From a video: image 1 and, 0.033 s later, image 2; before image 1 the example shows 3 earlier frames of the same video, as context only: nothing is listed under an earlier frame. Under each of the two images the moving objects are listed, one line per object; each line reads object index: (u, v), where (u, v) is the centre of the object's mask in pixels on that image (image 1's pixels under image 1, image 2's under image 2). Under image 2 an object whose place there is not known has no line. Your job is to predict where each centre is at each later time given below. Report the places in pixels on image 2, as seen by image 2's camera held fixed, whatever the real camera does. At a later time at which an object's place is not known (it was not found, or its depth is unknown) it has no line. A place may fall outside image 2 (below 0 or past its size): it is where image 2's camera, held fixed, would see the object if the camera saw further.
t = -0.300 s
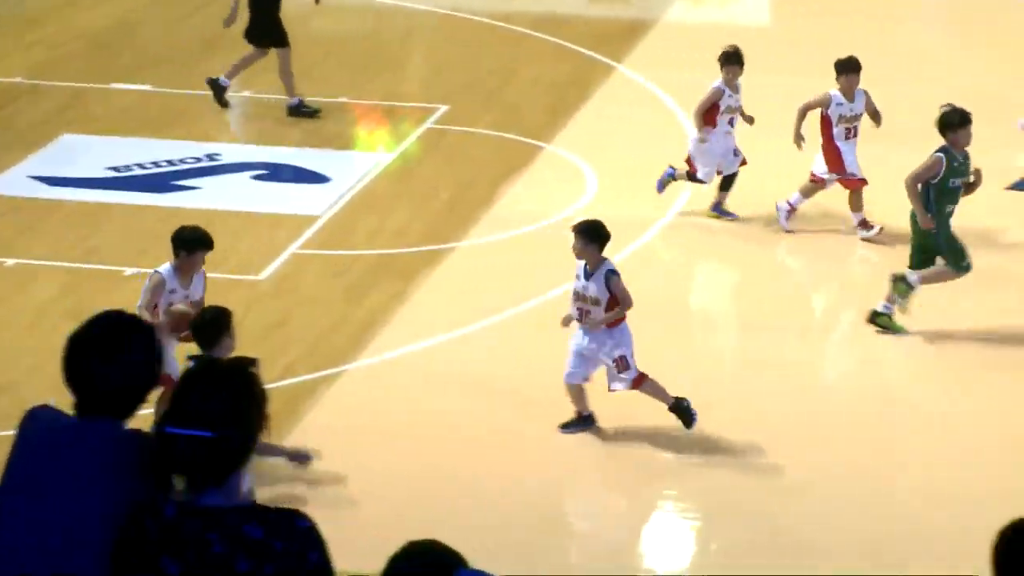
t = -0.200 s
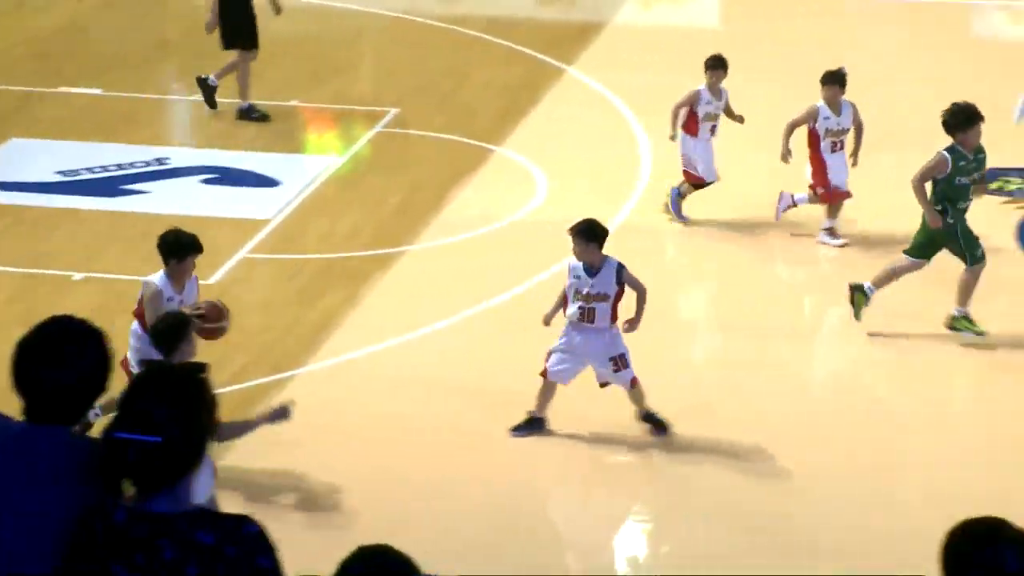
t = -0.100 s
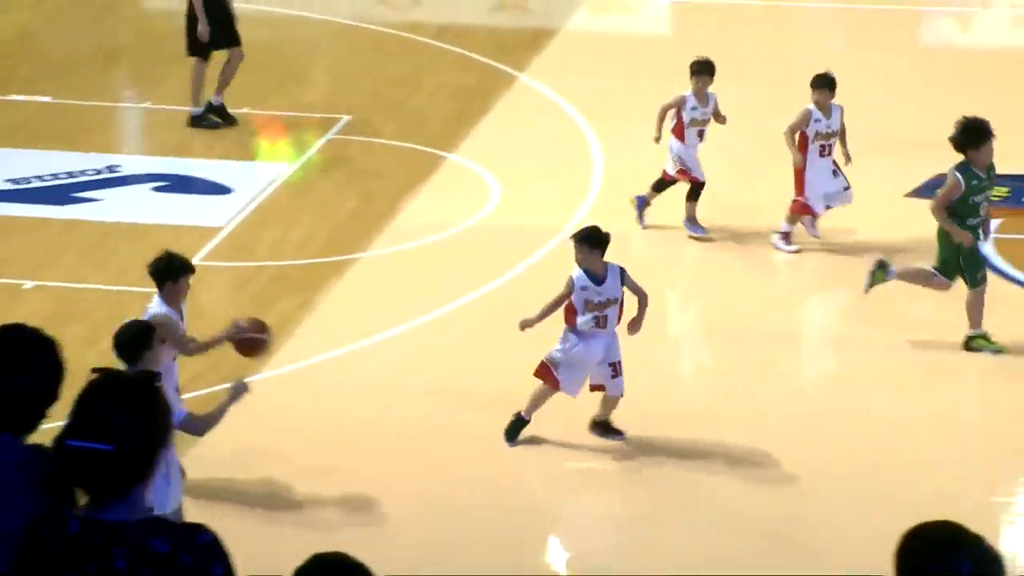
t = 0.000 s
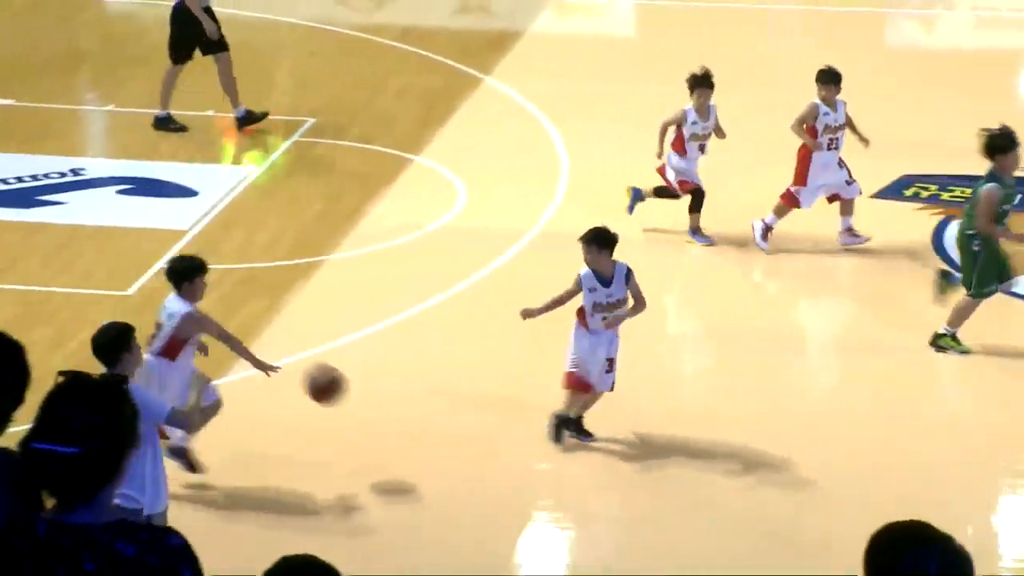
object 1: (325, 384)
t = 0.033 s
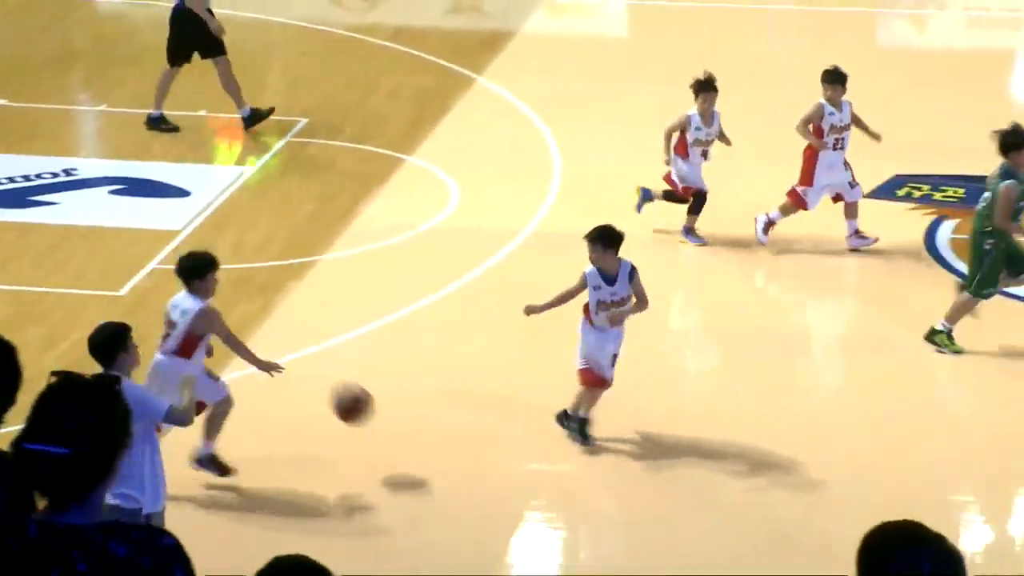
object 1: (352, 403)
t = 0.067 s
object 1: (386, 425)
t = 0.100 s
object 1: (418, 446)
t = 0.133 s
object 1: (436, 435)
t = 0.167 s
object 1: (451, 412)
